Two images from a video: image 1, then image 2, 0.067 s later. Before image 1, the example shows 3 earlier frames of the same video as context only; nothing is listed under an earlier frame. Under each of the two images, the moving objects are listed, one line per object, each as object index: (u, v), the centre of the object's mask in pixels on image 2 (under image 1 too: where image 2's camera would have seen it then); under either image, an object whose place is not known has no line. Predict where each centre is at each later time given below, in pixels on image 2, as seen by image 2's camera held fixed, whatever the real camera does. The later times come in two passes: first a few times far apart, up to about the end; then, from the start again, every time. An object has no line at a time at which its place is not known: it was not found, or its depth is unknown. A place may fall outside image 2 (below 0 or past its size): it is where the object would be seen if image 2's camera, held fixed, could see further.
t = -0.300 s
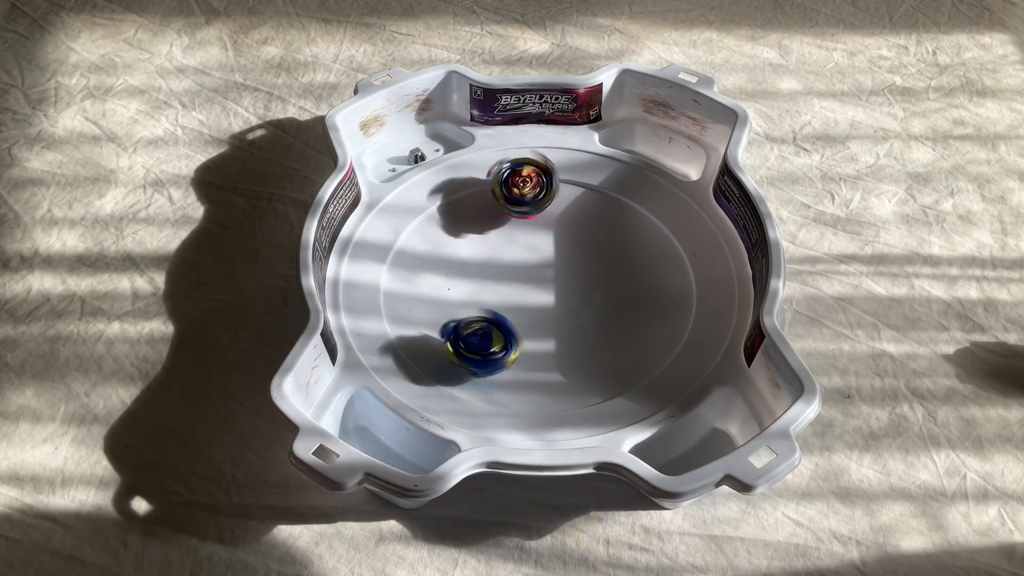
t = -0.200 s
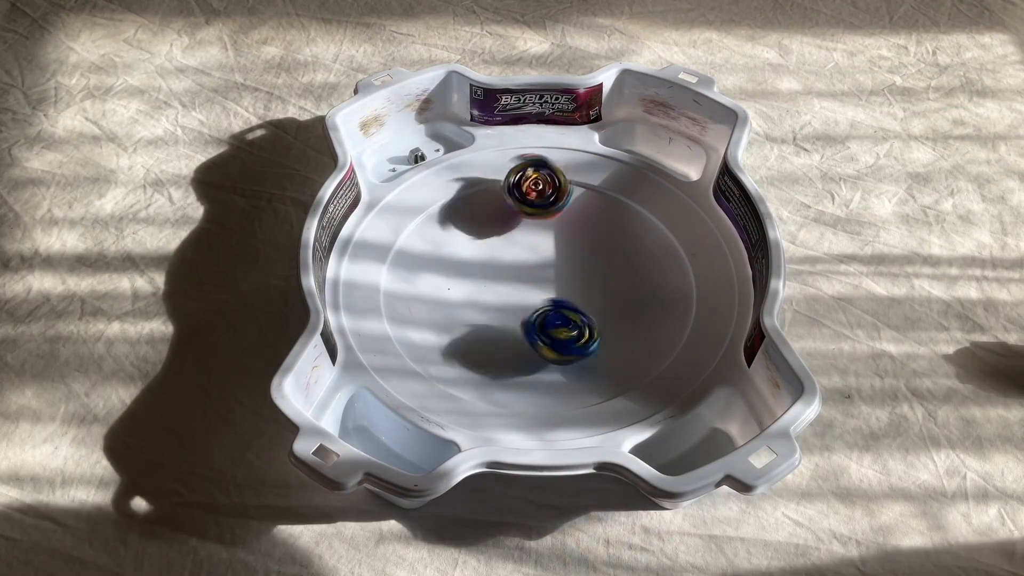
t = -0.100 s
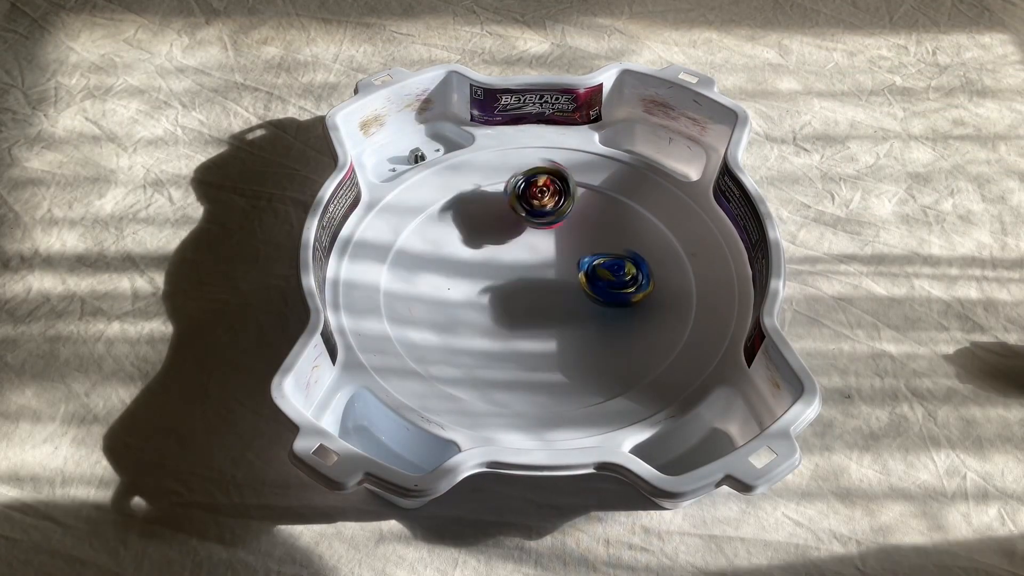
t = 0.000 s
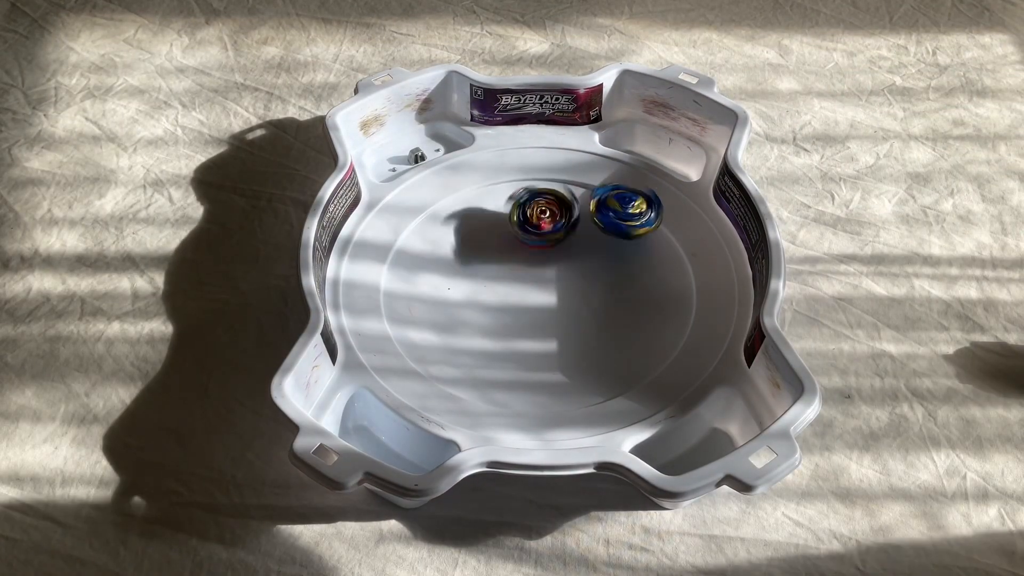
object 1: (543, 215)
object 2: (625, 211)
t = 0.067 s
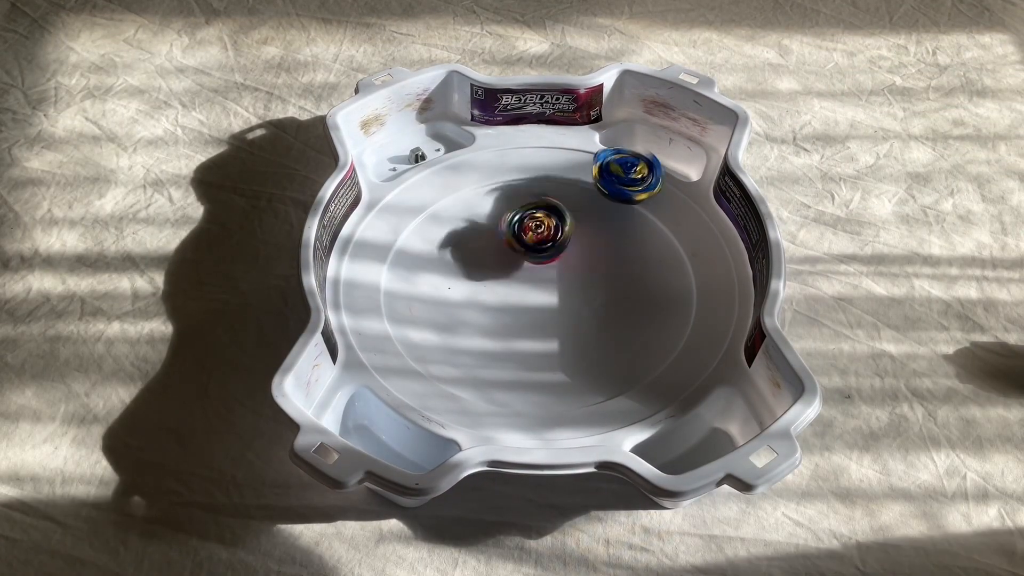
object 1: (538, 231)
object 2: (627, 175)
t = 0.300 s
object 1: (589, 277)
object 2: (501, 173)
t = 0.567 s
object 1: (635, 233)
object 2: (431, 301)
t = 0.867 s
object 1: (491, 247)
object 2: (693, 267)
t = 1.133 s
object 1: (529, 353)
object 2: (495, 171)
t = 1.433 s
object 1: (673, 288)
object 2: (444, 334)
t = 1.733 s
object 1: (513, 214)
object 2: (689, 279)
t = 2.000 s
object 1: (400, 291)
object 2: (508, 167)
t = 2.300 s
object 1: (546, 354)
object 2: (419, 335)
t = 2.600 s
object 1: (580, 218)
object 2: (687, 302)
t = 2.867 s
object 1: (460, 188)
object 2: (529, 162)
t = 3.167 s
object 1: (425, 335)
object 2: (476, 273)
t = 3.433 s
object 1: (589, 345)
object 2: (642, 249)
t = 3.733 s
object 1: (606, 215)
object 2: (533, 193)
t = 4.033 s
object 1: (475, 192)
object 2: (489, 326)
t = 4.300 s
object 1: (464, 295)
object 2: (656, 301)
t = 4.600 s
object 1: (620, 294)
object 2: (541, 192)
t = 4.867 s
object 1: (595, 199)
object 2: (401, 261)
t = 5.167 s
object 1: (463, 238)
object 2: (547, 350)
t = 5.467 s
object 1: (529, 336)
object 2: (620, 212)
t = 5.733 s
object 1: (628, 277)
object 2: (481, 180)
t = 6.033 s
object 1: (519, 208)
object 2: (486, 312)
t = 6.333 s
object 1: (443, 285)
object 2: (653, 272)
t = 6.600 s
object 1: (560, 319)
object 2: (567, 185)
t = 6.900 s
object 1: (583, 217)
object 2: (434, 269)
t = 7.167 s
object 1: (474, 209)
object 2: (540, 355)
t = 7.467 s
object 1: (501, 308)
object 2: (622, 243)
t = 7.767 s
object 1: (619, 267)
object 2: (482, 175)
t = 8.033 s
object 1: (550, 205)
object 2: (421, 269)
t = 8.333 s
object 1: (473, 277)
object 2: (586, 324)
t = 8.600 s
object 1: (564, 322)
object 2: (650, 224)
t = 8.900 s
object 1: (584, 238)
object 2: (509, 192)
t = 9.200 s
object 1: (470, 239)
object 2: (439, 302)
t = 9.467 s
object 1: (494, 308)
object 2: (564, 347)
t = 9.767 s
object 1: (551, 250)
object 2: (676, 247)
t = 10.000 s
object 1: (488, 216)
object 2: (593, 183)
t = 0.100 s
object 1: (540, 239)
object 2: (615, 167)
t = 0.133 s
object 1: (545, 248)
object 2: (602, 165)
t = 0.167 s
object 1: (553, 256)
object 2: (585, 164)
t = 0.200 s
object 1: (560, 264)
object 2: (565, 168)
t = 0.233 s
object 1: (570, 269)
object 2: (544, 169)
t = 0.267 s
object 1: (580, 274)
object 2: (523, 171)
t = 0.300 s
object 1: (589, 277)
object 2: (501, 173)
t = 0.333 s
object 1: (600, 278)
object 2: (478, 175)
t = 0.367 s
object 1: (611, 277)
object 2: (457, 186)
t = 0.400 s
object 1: (619, 274)
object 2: (437, 201)
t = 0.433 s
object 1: (627, 270)
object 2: (421, 218)
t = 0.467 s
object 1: (633, 263)
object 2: (412, 238)
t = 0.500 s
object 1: (636, 254)
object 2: (410, 260)
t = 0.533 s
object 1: (638, 244)
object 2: (417, 282)
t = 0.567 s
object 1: (635, 233)
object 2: (431, 301)
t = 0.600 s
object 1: (629, 223)
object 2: (451, 321)
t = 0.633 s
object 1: (617, 214)
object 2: (480, 337)
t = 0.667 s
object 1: (600, 209)
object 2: (514, 345)
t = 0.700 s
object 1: (581, 207)
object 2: (550, 349)
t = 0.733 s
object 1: (561, 209)
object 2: (588, 344)
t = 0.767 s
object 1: (541, 214)
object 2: (623, 333)
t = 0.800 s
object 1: (522, 222)
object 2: (654, 315)
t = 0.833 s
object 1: (505, 233)
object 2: (676, 293)
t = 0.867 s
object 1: (491, 247)
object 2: (693, 267)
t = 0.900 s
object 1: (481, 261)
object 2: (684, 241)
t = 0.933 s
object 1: (475, 277)
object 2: (669, 221)
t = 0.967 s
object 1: (474, 292)
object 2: (647, 202)
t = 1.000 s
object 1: (477, 308)
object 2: (622, 184)
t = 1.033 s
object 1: (485, 322)
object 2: (590, 174)
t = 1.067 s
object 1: (496, 334)
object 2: (560, 167)
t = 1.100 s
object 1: (511, 345)
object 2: (527, 167)
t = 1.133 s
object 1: (529, 353)
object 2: (495, 171)
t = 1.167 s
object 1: (550, 358)
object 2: (466, 181)
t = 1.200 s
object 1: (572, 359)
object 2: (441, 194)
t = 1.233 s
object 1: (594, 358)
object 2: (423, 209)
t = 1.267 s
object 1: (617, 353)
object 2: (410, 226)
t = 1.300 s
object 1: (637, 346)
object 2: (401, 247)
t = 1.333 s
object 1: (654, 335)
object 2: (399, 269)
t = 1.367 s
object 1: (667, 319)
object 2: (409, 292)
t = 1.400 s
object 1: (673, 303)
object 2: (423, 315)
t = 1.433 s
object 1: (673, 288)
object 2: (444, 334)
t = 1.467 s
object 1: (668, 271)
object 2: (470, 351)
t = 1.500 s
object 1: (658, 256)
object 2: (504, 364)
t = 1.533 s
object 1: (643, 244)
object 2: (542, 370)
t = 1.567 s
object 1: (625, 233)
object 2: (578, 371)
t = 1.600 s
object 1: (604, 224)
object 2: (616, 367)
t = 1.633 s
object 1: (583, 219)
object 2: (648, 351)
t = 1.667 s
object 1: (559, 215)
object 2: (668, 331)
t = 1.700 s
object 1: (536, 213)
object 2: (683, 307)
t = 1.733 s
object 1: (513, 214)
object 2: (689, 279)
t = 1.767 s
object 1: (491, 218)
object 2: (684, 252)
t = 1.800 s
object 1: (470, 223)
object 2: (673, 227)
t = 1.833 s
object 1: (452, 230)
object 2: (654, 204)
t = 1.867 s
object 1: (436, 240)
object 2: (629, 187)
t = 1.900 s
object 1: (423, 251)
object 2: (601, 175)
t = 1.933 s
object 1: (412, 263)
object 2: (570, 167)
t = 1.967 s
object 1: (404, 277)
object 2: (539, 165)
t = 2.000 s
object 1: (400, 291)
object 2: (508, 167)
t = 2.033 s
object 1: (399, 305)
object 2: (477, 173)
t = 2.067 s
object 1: (405, 319)
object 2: (450, 185)
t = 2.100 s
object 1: (417, 333)
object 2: (428, 199)
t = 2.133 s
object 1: (433, 346)
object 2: (408, 218)
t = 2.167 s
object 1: (454, 355)
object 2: (396, 240)
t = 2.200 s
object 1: (475, 361)
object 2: (389, 263)
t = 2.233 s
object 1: (501, 362)
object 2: (390, 289)
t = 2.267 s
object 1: (523, 360)
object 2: (401, 313)
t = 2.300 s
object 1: (546, 354)
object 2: (419, 335)
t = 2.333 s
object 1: (565, 344)
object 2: (445, 355)
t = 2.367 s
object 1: (583, 331)
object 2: (475, 371)
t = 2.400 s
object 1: (594, 317)
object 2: (512, 382)
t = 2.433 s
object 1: (603, 299)
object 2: (554, 383)
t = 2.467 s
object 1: (605, 282)
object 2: (590, 376)
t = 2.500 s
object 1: (604, 264)
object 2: (625, 365)
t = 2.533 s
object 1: (599, 249)
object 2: (652, 347)
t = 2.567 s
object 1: (590, 232)
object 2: (673, 326)
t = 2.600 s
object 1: (580, 218)
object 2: (687, 302)
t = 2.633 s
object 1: (566, 205)
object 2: (691, 275)
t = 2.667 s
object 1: (550, 195)
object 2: (688, 250)
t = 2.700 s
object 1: (534, 186)
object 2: (675, 225)
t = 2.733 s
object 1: (517, 180)
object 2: (656, 203)
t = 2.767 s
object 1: (501, 175)
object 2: (630, 185)
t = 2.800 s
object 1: (484, 173)
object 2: (599, 172)
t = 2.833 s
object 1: (470, 178)
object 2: (566, 164)
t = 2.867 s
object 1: (460, 188)
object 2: (529, 162)
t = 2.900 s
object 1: (434, 199)
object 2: (513, 168)
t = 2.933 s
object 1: (416, 213)
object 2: (498, 178)
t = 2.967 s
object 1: (406, 234)
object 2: (484, 188)
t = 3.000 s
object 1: (399, 252)
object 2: (468, 200)
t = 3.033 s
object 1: (397, 268)
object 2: (455, 213)
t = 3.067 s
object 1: (400, 283)
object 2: (448, 230)
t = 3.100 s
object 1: (408, 298)
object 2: (446, 248)
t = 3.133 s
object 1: (415, 318)
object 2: (457, 262)
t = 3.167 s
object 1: (425, 335)
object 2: (476, 273)
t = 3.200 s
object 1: (440, 347)
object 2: (498, 282)
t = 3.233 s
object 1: (459, 357)
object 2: (522, 289)
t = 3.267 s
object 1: (481, 363)
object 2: (548, 291)
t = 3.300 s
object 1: (504, 365)
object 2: (572, 289)
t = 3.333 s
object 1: (527, 365)
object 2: (594, 283)
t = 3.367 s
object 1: (550, 362)
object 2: (614, 275)
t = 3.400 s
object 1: (571, 354)
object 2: (630, 263)
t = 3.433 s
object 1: (589, 345)
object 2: (642, 249)
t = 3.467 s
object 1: (606, 333)
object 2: (650, 234)
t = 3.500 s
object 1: (618, 318)
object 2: (655, 218)
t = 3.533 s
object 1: (626, 303)
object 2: (653, 202)
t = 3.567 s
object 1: (631, 288)
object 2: (633, 198)
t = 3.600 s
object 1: (632, 272)
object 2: (613, 194)
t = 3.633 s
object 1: (630, 256)
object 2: (594, 189)
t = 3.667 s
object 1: (625, 241)
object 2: (574, 186)
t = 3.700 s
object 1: (616, 227)
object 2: (554, 188)
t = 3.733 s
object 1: (606, 215)
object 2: (533, 193)
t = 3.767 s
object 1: (597, 205)
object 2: (510, 199)
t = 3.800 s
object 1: (583, 197)
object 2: (488, 209)
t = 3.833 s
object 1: (569, 190)
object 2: (472, 223)
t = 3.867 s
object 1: (553, 185)
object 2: (462, 240)
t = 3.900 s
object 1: (537, 183)
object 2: (456, 257)
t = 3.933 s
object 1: (521, 182)
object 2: (456, 276)
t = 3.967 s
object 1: (504, 183)
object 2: (462, 294)
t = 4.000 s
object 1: (489, 187)
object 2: (472, 310)
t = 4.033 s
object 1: (475, 192)
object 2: (489, 326)
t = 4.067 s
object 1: (462, 201)
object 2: (508, 338)
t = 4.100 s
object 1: (451, 212)
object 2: (530, 346)
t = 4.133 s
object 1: (444, 224)
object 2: (557, 349)
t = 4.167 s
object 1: (440, 239)
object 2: (581, 347)
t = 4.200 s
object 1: (441, 254)
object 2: (609, 341)
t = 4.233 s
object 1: (444, 269)
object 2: (628, 330)
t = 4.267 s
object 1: (451, 283)
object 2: (646, 317)
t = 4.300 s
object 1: (464, 295)
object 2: (656, 301)
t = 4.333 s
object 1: (478, 307)
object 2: (662, 283)
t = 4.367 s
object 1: (496, 315)
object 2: (661, 264)
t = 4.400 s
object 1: (515, 321)
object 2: (655, 248)
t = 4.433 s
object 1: (535, 323)
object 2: (642, 233)
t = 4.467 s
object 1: (554, 322)
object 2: (626, 220)
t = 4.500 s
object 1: (573, 320)
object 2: (605, 209)
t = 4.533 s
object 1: (592, 313)
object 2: (586, 200)
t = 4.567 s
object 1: (607, 304)
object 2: (562, 195)
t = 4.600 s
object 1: (620, 294)
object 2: (541, 192)
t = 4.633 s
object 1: (629, 281)
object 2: (517, 193)
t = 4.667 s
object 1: (636, 268)
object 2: (494, 196)
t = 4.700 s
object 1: (638, 254)
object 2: (471, 201)
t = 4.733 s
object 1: (636, 241)
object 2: (452, 208)
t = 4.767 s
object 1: (631, 228)
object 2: (434, 219)
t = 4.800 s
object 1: (621, 217)
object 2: (420, 230)
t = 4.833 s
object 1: (610, 207)
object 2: (409, 245)
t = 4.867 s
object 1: (595, 199)
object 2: (401, 261)
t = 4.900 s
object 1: (580, 194)
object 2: (399, 278)
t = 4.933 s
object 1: (562, 190)
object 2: (401, 295)
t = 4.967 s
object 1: (546, 191)
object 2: (412, 311)
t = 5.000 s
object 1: (528, 193)
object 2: (426, 326)
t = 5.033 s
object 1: (511, 198)
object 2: (448, 338)
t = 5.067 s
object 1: (496, 205)
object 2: (471, 348)
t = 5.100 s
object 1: (483, 215)
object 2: (495, 352)
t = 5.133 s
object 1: (472, 226)
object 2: (523, 353)
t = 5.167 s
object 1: (463, 238)
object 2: (547, 350)
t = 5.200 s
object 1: (459, 252)
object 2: (570, 341)
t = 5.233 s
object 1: (456, 265)
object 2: (592, 330)
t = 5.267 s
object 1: (458, 280)
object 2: (608, 316)
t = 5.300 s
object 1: (462, 293)
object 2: (621, 300)
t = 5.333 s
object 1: (471, 306)
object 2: (630, 284)
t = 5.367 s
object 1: (481, 317)
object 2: (633, 265)
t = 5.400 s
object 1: (495, 326)
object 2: (634, 247)
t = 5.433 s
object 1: (511, 332)
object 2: (629, 229)
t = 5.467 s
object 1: (529, 336)
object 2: (620, 212)
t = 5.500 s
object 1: (547, 337)
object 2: (610, 196)
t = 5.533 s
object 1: (565, 336)
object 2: (598, 181)
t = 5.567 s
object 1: (582, 331)
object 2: (582, 170)
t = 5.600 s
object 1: (598, 324)
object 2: (564, 164)
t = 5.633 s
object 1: (611, 314)
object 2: (543, 168)
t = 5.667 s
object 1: (621, 303)
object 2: (521, 172)
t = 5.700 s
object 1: (626, 290)
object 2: (500, 175)
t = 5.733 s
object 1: (628, 277)
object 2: (481, 180)
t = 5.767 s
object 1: (625, 264)
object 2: (464, 190)
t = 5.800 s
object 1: (620, 251)
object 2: (451, 202)
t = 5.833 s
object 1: (610, 240)
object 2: (441, 216)
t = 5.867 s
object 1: (599, 229)
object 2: (436, 233)
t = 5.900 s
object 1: (584, 221)
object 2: (437, 251)
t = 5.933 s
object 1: (570, 216)
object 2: (442, 269)
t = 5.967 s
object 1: (552, 211)
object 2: (452, 285)
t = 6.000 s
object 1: (536, 209)
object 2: (467, 299)
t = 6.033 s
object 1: (519, 208)
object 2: (486, 312)
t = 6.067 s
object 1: (504, 210)
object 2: (506, 322)
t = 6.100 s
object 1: (488, 214)
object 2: (527, 327)
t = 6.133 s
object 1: (475, 220)
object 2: (550, 329)
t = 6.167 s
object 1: (462, 228)
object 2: (574, 327)
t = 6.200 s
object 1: (452, 237)
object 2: (597, 322)
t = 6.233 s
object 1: (445, 248)
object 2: (616, 314)
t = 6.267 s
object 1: (440, 260)
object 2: (632, 302)
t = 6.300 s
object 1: (440, 273)
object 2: (645, 288)
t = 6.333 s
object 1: (443, 285)
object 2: (653, 272)
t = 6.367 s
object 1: (450, 297)
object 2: (657, 256)
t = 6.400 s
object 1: (460, 308)
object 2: (656, 240)
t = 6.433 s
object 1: (474, 317)
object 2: (650, 225)
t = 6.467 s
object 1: (490, 323)
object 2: (639, 212)
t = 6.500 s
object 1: (508, 327)
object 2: (624, 201)
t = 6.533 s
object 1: (526, 327)
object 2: (607, 193)
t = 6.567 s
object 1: (545, 325)
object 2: (587, 187)
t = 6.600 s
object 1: (560, 319)
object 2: (567, 185)
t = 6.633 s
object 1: (576, 311)
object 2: (547, 185)
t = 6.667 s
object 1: (587, 302)
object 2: (527, 189)
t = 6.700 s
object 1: (596, 290)
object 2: (508, 195)
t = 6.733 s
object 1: (602, 278)
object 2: (490, 204)
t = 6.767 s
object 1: (604, 264)
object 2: (473, 214)
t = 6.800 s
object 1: (603, 252)
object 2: (459, 226)
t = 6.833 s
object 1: (599, 239)
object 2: (447, 239)
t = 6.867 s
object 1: (592, 228)
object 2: (439, 254)
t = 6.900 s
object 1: (583, 217)
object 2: (434, 269)
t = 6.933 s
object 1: (572, 209)
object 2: (434, 285)
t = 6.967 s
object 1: (559, 203)
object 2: (438, 301)
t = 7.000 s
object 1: (545, 197)
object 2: (447, 316)
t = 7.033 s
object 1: (530, 195)
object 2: (459, 330)
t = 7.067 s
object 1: (515, 195)
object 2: (476, 341)
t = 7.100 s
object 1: (500, 197)
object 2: (496, 349)
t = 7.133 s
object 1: (486, 202)
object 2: (517, 354)
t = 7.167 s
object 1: (474, 209)
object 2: (540, 355)
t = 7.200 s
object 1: (464, 219)
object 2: (563, 351)
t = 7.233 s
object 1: (457, 230)
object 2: (584, 344)
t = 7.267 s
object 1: (453, 241)
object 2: (601, 334)
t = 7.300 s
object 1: (453, 255)
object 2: (615, 321)
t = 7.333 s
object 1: (456, 268)
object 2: (624, 306)
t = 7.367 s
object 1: (463, 280)
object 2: (629, 290)
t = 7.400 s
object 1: (473, 291)
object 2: (631, 274)
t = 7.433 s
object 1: (486, 300)
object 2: (628, 258)
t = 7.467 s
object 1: (501, 308)
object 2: (622, 243)
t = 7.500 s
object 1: (518, 313)
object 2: (614, 229)
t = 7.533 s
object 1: (534, 315)
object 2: (602, 215)
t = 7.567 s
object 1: (551, 314)
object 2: (588, 203)
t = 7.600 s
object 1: (568, 311)
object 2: (573, 193)
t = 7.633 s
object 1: (583, 306)
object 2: (556, 185)
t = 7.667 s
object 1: (595, 299)
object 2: (538, 179)
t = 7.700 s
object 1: (606, 289)
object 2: (519, 176)
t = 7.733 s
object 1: (614, 279)
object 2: (501, 174)
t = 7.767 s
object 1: (619, 267)
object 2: (482, 175)
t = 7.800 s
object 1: (620, 256)
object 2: (465, 179)
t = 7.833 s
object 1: (617, 244)
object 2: (449, 186)
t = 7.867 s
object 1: (612, 233)
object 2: (435, 196)
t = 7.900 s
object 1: (604, 224)
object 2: (423, 208)
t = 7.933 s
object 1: (592, 215)
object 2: (417, 222)
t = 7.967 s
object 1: (580, 209)
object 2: (414, 237)
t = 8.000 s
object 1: (565, 206)
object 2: (415, 253)
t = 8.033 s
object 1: (550, 205)
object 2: (421, 269)
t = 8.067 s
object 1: (535, 206)
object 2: (430, 285)
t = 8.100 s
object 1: (520, 210)
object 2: (444, 299)
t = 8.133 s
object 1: (507, 215)
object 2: (460, 311)
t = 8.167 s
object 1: (495, 223)
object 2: (480, 321)
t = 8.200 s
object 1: (485, 232)
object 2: (500, 328)
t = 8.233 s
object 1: (477, 243)
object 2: (522, 331)
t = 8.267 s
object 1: (473, 254)
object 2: (544, 332)
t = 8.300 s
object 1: (471, 265)
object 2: (566, 329)
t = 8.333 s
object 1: (473, 277)
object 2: (586, 324)
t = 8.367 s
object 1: (476, 289)
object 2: (604, 317)
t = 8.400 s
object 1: (483, 299)
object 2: (620, 308)
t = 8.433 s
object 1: (493, 308)
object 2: (635, 296)
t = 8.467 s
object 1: (504, 316)
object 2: (646, 283)
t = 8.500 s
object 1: (517, 321)
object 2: (653, 268)
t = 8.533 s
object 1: (533, 324)
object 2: (656, 253)
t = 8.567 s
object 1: (549, 325)
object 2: (655, 238)
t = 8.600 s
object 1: (564, 322)
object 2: (650, 224)
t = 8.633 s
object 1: (578, 317)
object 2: (641, 212)
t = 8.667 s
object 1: (590, 310)
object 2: (630, 201)
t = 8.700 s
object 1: (598, 301)
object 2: (616, 192)
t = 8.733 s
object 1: (604, 290)
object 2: (600, 186)
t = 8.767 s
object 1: (607, 279)
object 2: (582, 182)
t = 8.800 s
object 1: (605, 268)
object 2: (563, 181)
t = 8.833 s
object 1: (601, 257)
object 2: (544, 182)
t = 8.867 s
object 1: (594, 247)
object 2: (526, 186)
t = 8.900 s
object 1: (584, 238)
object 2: (509, 192)
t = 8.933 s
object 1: (572, 230)
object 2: (493, 199)
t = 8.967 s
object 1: (560, 225)
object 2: (477, 208)
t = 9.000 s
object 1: (545, 221)
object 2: (463, 218)
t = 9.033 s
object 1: (531, 219)
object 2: (451, 230)
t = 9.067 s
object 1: (518, 219)
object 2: (443, 244)
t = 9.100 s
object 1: (504, 222)
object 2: (437, 259)
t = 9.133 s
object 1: (490, 226)
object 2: (435, 273)
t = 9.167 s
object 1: (479, 232)
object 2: (435, 287)
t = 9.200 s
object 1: (470, 239)
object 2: (439, 302)
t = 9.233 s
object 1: (463, 248)
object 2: (448, 316)
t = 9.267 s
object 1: (461, 253)
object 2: (454, 321)
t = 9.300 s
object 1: (458, 263)
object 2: (467, 332)
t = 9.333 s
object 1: (459, 274)
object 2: (484, 342)
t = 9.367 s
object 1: (463, 284)
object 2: (503, 348)
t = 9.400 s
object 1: (471, 294)
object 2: (524, 350)
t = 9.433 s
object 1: (481, 302)
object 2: (543, 351)
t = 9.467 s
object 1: (494, 308)
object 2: (564, 347)
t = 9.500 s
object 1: (509, 312)
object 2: (584, 340)
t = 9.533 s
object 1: (518, 310)
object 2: (607, 332)
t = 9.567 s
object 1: (528, 305)
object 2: (627, 324)
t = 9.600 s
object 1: (538, 298)
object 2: (645, 314)
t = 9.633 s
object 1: (546, 290)
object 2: (657, 301)
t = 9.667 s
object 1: (551, 281)
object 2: (666, 289)
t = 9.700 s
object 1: (553, 270)
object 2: (673, 276)
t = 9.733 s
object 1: (553, 260)
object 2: (676, 261)
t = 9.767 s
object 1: (551, 250)
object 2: (676, 247)
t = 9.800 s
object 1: (546, 241)
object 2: (673, 234)
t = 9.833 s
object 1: (538, 232)
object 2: (665, 221)
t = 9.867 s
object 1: (530, 224)
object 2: (655, 210)
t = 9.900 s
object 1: (521, 219)
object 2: (642, 201)
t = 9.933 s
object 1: (510, 217)
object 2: (627, 192)
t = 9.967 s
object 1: (499, 215)
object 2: (609, 187)
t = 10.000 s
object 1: (488, 216)
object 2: (593, 183)
